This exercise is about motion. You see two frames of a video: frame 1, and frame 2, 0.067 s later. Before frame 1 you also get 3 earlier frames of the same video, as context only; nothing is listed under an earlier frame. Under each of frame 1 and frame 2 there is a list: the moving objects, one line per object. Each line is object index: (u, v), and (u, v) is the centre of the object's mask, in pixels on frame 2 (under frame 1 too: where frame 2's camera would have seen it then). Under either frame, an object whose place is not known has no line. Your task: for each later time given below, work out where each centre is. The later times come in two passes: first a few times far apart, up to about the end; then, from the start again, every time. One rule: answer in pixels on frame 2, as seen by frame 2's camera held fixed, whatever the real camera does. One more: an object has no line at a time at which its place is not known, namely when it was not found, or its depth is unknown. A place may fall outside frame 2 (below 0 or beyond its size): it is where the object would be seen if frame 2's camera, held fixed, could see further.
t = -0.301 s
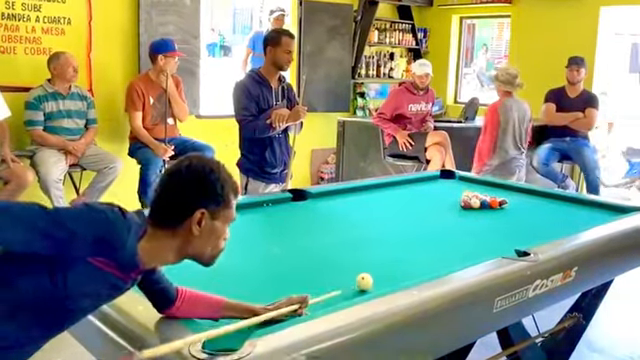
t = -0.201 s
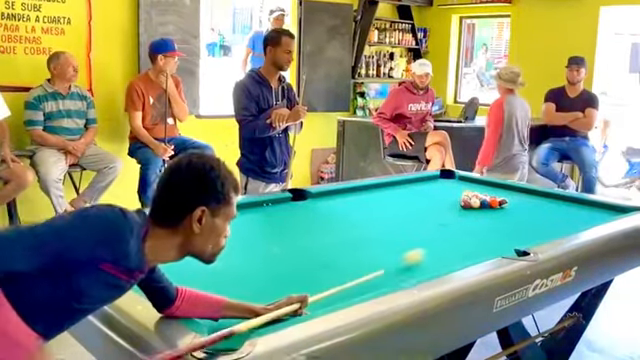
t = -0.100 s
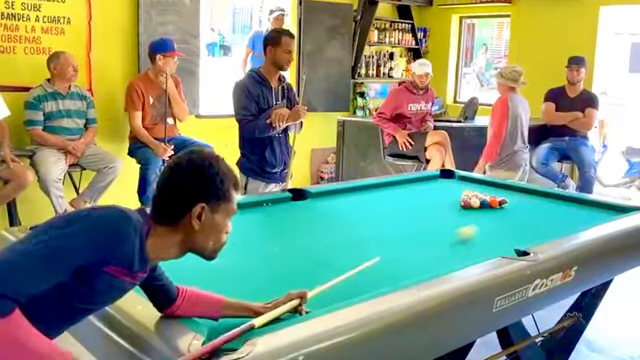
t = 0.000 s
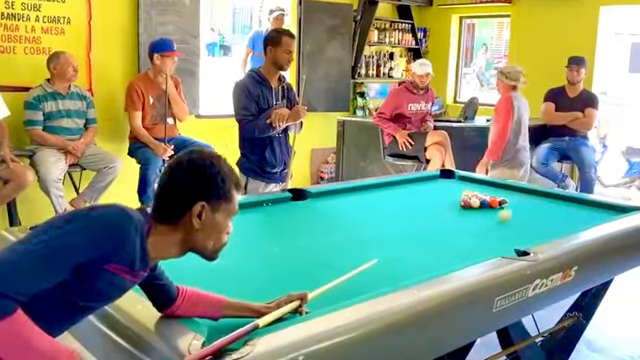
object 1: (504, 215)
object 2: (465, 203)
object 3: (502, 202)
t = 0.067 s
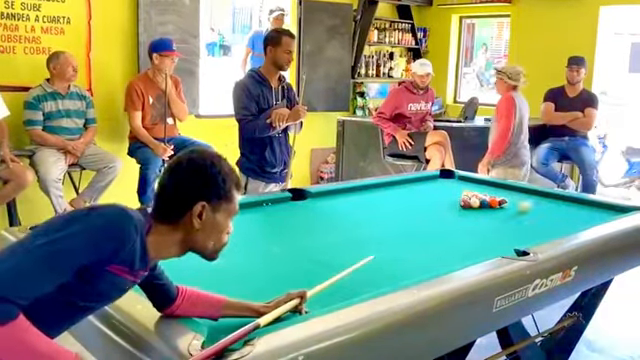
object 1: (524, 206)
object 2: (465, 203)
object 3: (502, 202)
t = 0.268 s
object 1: (529, 198)
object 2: (465, 203)
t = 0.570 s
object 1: (530, 213)
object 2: (406, 203)
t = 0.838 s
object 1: (546, 226)
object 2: (342, 205)
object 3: (513, 204)
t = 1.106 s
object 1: (541, 233)
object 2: (286, 207)
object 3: (516, 204)
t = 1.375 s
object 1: (513, 232)
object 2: (222, 210)
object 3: (517, 205)
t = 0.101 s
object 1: (534, 202)
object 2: (465, 203)
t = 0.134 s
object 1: (542, 198)
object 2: (465, 203)
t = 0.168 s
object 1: (548, 195)
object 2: (464, 203)
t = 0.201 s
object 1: (546, 195)
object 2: (464, 203)
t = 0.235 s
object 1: (537, 197)
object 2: (465, 203)
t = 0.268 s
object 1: (529, 198)
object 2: (465, 203)
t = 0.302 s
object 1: (520, 200)
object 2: (465, 203)
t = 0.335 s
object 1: (514, 202)
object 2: (465, 203)
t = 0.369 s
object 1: (516, 203)
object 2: (455, 203)
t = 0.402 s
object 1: (519, 204)
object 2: (446, 203)
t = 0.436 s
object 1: (522, 206)
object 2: (437, 203)
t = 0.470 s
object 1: (524, 208)
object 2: (428, 203)
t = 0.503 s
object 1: (526, 209)
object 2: (421, 203)
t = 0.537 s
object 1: (528, 211)
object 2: (413, 203)
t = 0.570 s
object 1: (530, 213)
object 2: (406, 203)
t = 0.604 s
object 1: (532, 214)
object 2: (399, 204)
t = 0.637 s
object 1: (534, 216)
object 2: (391, 203)
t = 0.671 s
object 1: (536, 218)
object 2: (384, 204)
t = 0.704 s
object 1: (537, 219)
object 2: (377, 205)
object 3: (510, 203)
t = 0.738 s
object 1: (539, 221)
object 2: (368, 204)
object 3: (511, 204)
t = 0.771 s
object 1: (542, 223)
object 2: (361, 204)
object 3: (511, 203)
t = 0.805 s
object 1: (544, 224)
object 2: (352, 204)
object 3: (512, 204)
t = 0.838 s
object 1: (546, 226)
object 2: (342, 205)
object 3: (513, 204)
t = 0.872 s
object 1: (548, 228)
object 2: (335, 205)
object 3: (513, 204)
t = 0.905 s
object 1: (550, 229)
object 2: (330, 205)
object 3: (514, 204)
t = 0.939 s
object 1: (551, 230)
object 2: (321, 205)
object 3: (514, 204)
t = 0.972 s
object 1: (553, 231)
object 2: (315, 205)
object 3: (514, 204)
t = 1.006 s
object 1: (552, 231)
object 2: (307, 206)
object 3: (515, 204)
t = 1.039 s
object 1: (549, 232)
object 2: (300, 206)
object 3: (515, 204)
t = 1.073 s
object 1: (545, 232)
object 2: (293, 207)
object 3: (515, 204)
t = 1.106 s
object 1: (541, 233)
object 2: (286, 207)
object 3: (516, 204)
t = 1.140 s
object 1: (537, 233)
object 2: (278, 208)
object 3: (516, 204)
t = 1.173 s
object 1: (534, 233)
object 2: (271, 208)
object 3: (516, 205)
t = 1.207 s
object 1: (530, 233)
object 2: (263, 208)
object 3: (516, 204)
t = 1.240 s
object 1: (527, 233)
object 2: (255, 208)
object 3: (516, 204)
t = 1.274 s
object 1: (524, 233)
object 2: (247, 208)
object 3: (517, 205)
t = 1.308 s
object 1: (520, 233)
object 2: (239, 209)
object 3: (517, 205)
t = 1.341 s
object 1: (517, 232)
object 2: (231, 210)
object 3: (517, 205)
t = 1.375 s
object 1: (513, 232)
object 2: (222, 210)
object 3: (517, 205)
